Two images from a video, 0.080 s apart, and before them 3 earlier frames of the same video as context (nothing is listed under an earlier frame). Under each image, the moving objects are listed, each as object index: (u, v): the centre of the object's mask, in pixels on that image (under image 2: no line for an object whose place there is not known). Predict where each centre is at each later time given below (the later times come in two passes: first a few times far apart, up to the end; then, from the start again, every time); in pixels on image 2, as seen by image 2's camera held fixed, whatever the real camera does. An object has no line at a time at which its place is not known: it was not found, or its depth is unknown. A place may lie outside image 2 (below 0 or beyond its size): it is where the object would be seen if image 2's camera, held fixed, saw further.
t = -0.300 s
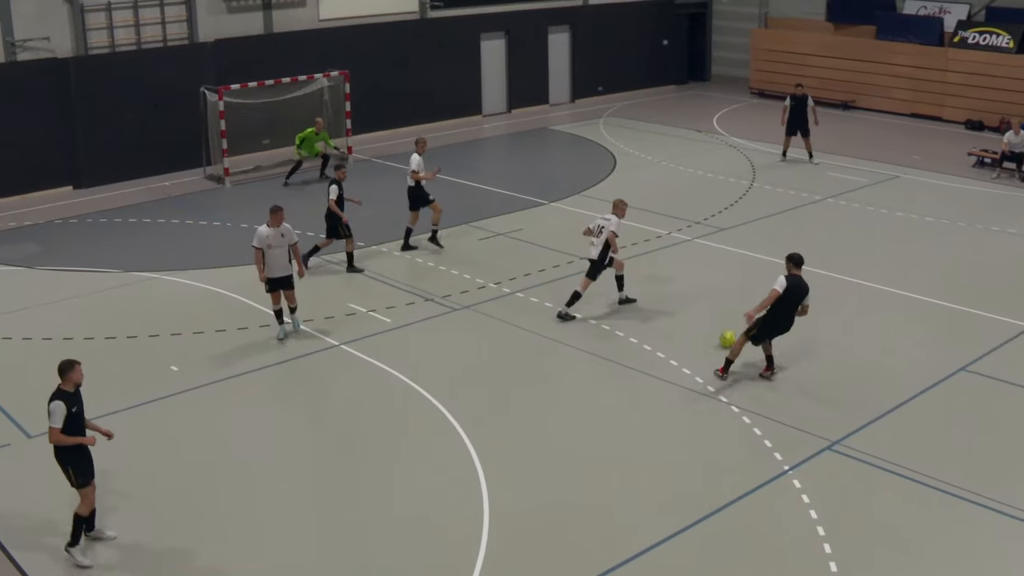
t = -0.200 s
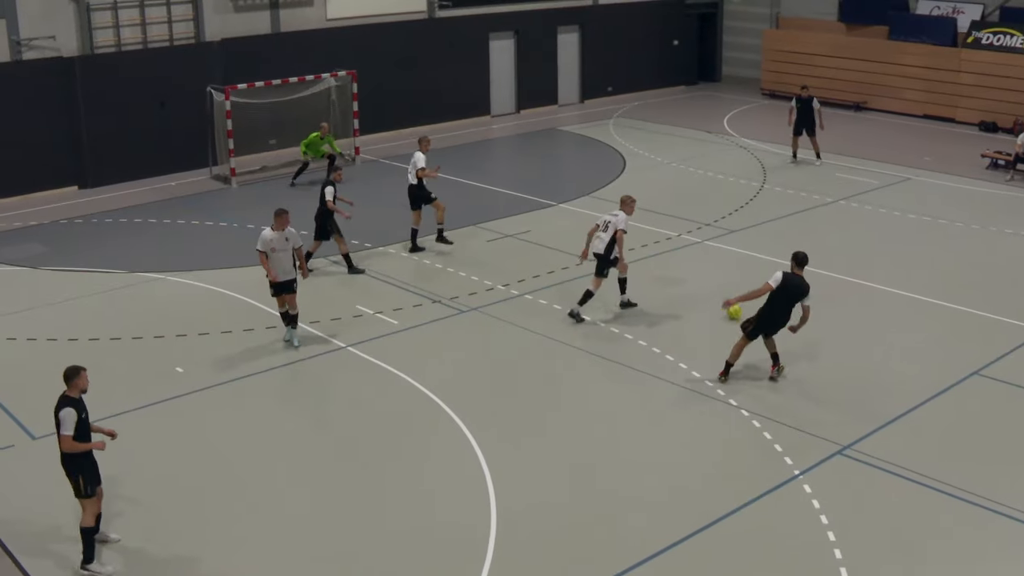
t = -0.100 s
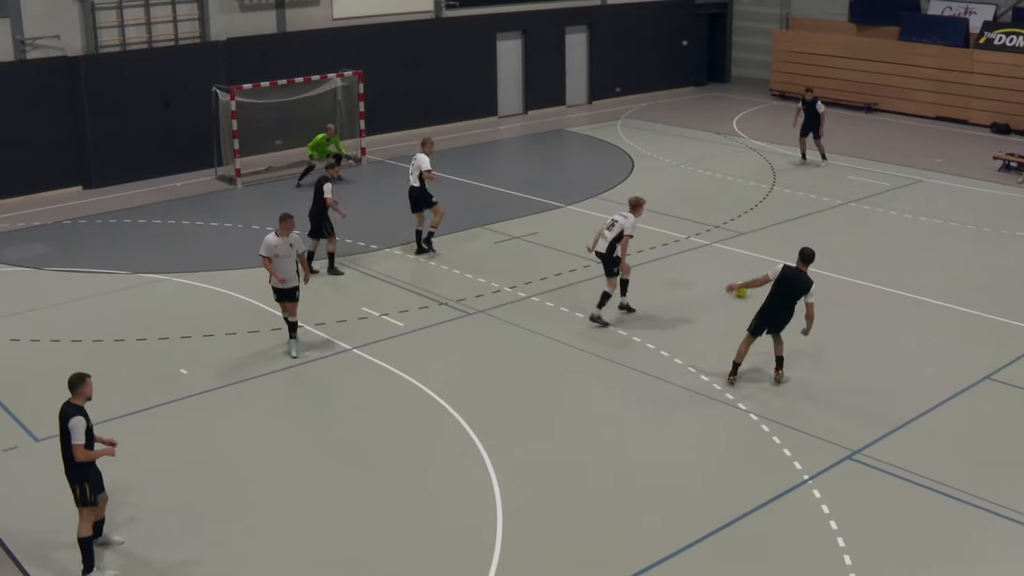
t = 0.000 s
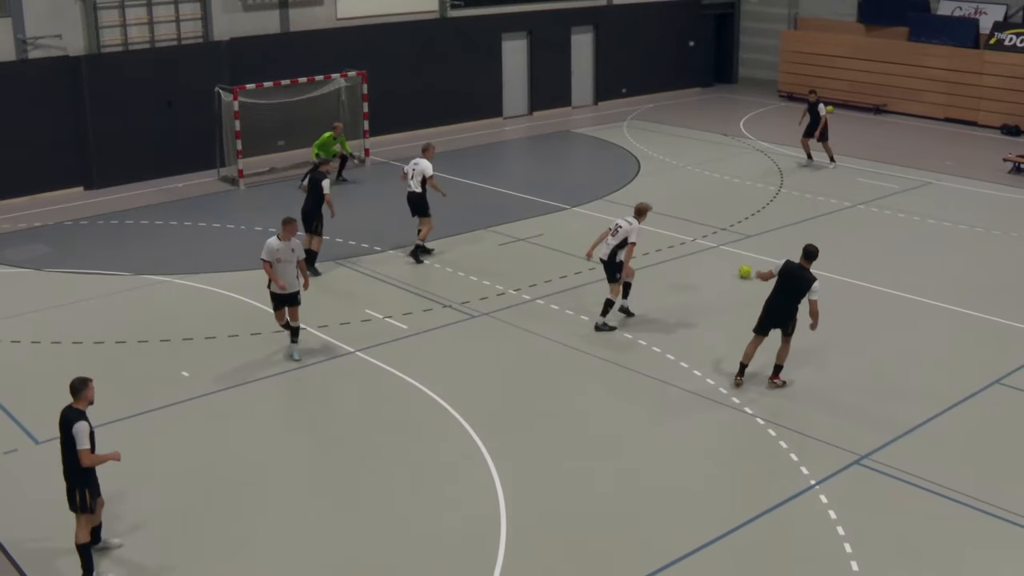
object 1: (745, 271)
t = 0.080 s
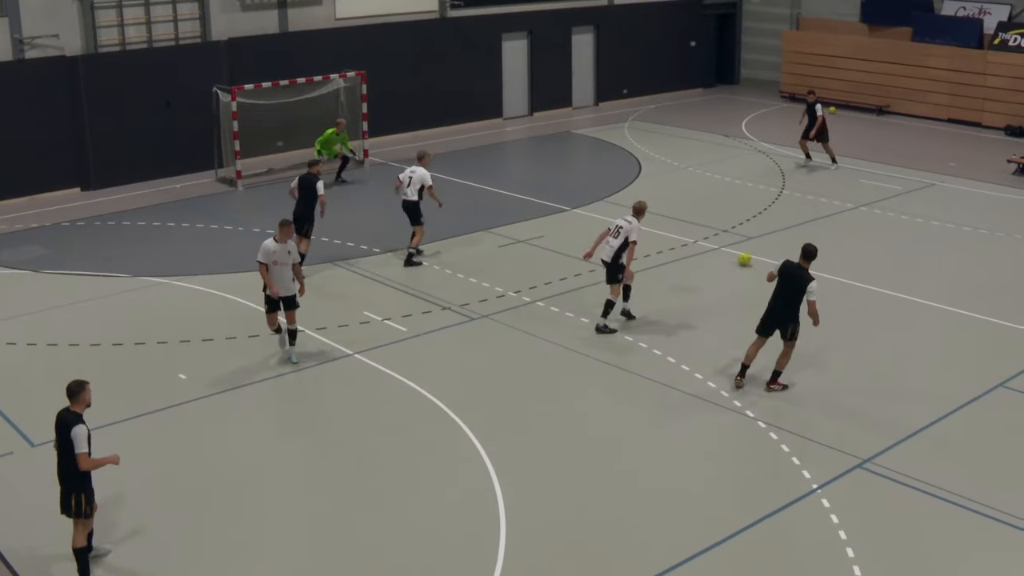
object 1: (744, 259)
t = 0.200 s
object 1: (742, 241)
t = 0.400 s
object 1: (737, 217)
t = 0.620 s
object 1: (731, 196)
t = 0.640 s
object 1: (730, 194)
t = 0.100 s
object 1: (744, 256)
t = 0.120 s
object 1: (743, 252)
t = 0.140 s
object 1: (743, 250)
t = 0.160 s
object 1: (743, 247)
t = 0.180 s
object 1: (743, 244)
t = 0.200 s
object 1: (742, 241)
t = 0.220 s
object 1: (741, 238)
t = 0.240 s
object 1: (740, 235)
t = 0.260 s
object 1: (740, 232)
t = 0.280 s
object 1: (739, 230)
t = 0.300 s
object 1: (739, 228)
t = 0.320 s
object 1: (739, 226)
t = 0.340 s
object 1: (738, 223)
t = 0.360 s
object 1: (738, 220)
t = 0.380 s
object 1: (737, 219)
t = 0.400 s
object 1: (737, 217)
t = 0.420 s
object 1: (736, 215)
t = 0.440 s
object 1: (735, 213)
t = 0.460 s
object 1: (735, 210)
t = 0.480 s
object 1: (734, 208)
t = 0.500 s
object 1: (734, 206)
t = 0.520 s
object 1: (734, 204)
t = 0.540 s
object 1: (733, 202)
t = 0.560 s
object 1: (733, 201)
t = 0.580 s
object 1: (732, 199)
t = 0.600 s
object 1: (732, 197)
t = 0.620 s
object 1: (731, 196)
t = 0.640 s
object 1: (730, 194)
